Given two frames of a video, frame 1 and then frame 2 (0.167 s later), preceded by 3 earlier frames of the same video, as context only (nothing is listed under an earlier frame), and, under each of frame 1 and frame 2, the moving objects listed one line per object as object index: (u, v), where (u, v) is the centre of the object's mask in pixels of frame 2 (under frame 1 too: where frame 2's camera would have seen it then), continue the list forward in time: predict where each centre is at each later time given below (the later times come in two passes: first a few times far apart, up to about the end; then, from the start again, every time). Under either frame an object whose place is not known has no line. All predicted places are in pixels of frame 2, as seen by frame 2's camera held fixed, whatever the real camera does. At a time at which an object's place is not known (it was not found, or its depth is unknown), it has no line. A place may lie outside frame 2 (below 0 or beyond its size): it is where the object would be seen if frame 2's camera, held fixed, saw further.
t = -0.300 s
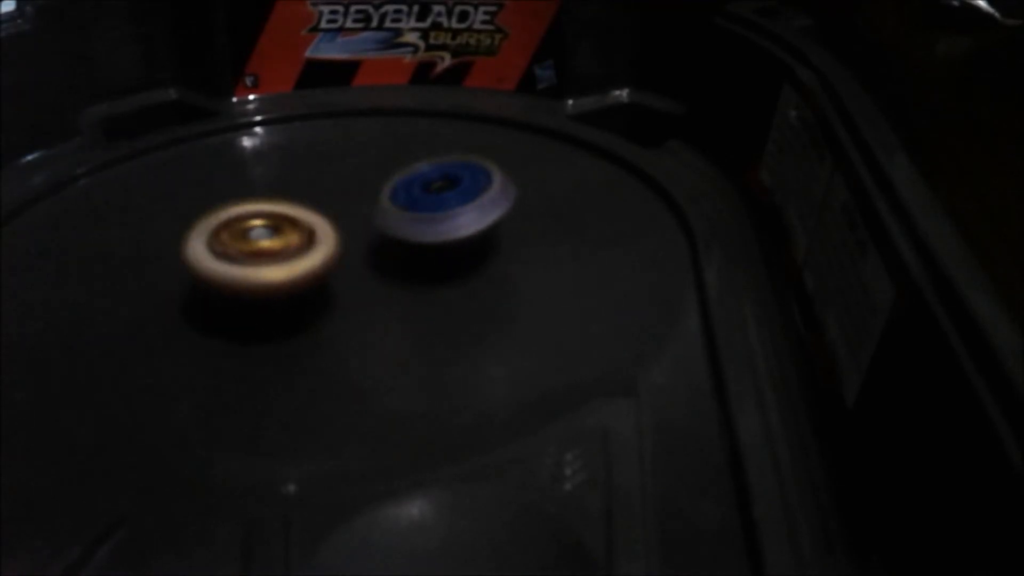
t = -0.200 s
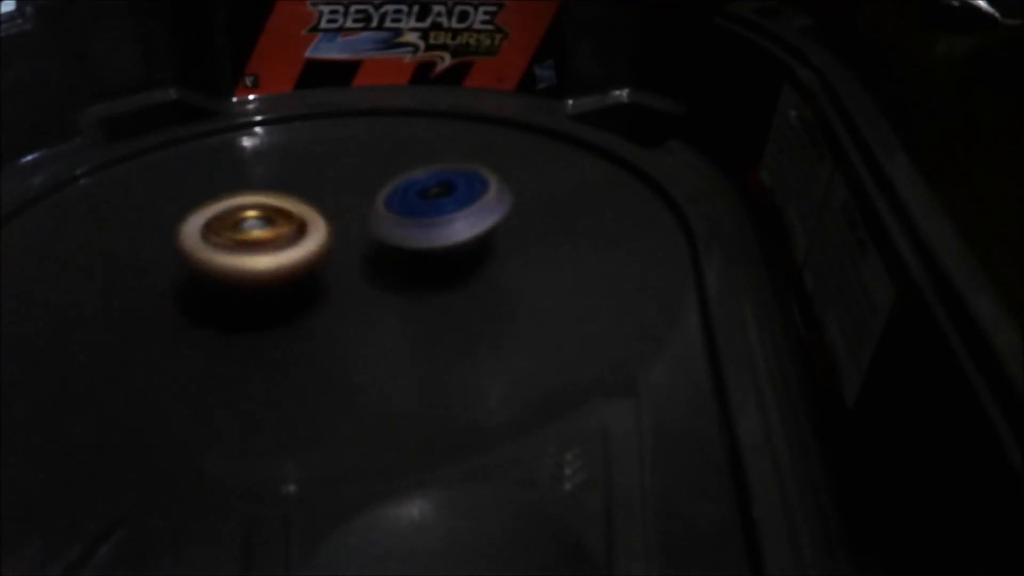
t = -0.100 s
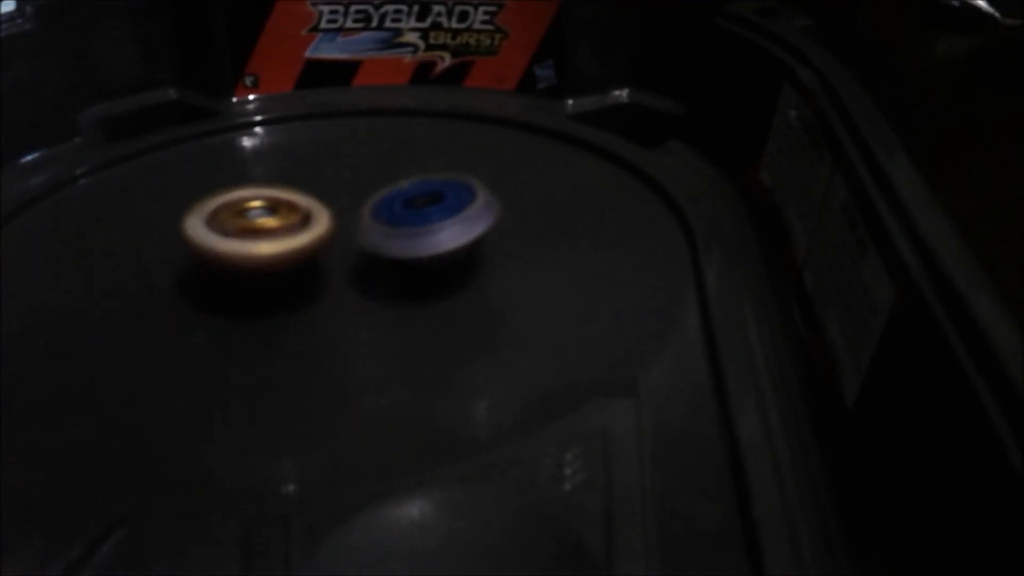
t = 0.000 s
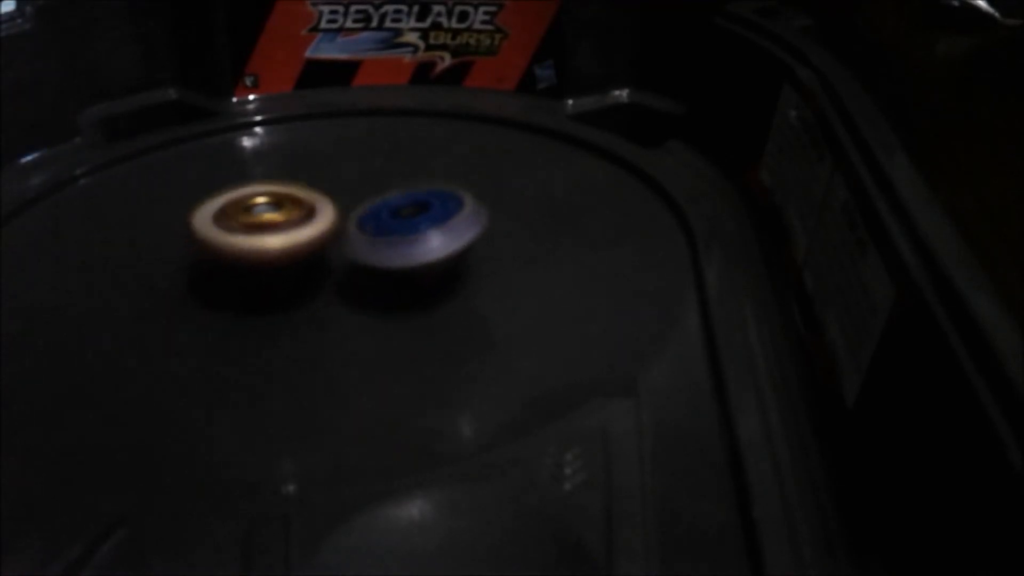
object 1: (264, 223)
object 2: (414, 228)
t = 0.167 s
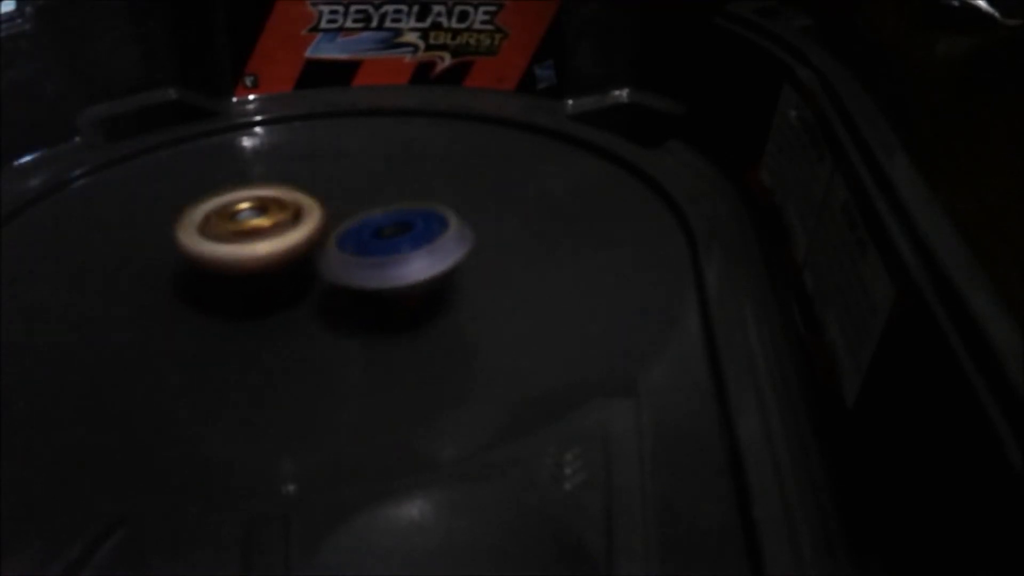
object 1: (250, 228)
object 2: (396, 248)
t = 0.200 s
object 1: (251, 230)
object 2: (393, 252)
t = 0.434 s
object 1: (263, 217)
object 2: (393, 274)
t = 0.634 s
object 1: (301, 211)
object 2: (375, 278)
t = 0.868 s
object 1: (310, 204)
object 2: (349, 278)
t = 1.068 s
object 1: (326, 198)
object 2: (328, 279)
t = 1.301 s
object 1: (357, 195)
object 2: (304, 277)
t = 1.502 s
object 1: (373, 194)
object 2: (289, 274)
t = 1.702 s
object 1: (383, 197)
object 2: (274, 273)
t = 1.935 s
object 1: (388, 201)
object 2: (264, 272)
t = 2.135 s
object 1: (405, 193)
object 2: (235, 279)
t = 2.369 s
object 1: (408, 200)
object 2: (226, 287)
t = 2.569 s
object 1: (394, 215)
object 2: (261, 278)
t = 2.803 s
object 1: (395, 207)
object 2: (273, 272)
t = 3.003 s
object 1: (401, 201)
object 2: (272, 271)
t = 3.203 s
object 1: (400, 204)
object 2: (268, 272)
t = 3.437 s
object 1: (389, 209)
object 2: (268, 275)
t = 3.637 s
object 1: (392, 203)
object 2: (255, 280)
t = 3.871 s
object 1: (381, 207)
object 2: (242, 290)
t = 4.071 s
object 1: (380, 212)
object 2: (257, 284)
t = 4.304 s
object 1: (393, 204)
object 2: (257, 288)
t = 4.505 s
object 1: (394, 210)
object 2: (279, 281)
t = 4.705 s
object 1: (394, 200)
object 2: (280, 283)
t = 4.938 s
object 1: (392, 199)
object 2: (272, 288)
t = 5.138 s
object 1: (383, 202)
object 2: (280, 283)
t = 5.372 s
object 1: (378, 200)
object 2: (279, 287)
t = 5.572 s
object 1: (369, 201)
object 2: (289, 283)
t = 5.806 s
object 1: (367, 198)
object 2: (291, 291)
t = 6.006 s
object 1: (366, 203)
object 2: (302, 292)
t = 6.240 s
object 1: (359, 204)
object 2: (320, 287)
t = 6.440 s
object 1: (361, 198)
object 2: (338, 283)
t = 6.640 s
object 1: (357, 196)
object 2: (351, 279)
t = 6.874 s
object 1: (347, 196)
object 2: (356, 279)
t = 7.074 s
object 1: (346, 201)
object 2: (355, 281)
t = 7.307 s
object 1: (338, 203)
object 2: (353, 282)
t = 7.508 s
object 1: (342, 199)
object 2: (343, 286)
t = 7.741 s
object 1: (346, 199)
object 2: (351, 286)
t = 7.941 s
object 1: (344, 203)
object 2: (363, 285)
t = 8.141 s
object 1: (352, 205)
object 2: (365, 284)
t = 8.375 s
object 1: (348, 199)
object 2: (368, 278)
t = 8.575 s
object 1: (337, 197)
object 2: (367, 276)
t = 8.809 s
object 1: (332, 202)
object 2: (371, 277)
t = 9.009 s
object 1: (329, 205)
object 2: (359, 283)
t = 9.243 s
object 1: (325, 202)
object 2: (355, 282)
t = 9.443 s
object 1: (321, 195)
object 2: (355, 274)
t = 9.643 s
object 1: (314, 197)
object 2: (361, 273)
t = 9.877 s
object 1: (311, 208)
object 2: (376, 277)
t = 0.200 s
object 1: (251, 230)
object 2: (393, 252)
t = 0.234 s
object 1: (252, 230)
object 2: (394, 255)
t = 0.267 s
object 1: (255, 230)
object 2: (392, 259)
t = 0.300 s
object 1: (254, 228)
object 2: (395, 262)
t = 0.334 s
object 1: (251, 225)
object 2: (396, 266)
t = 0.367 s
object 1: (253, 223)
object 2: (396, 269)
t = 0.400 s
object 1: (257, 219)
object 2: (395, 271)
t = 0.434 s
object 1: (263, 217)
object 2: (393, 274)
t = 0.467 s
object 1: (270, 215)
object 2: (391, 275)
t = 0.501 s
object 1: (277, 214)
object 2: (389, 277)
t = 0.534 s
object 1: (283, 214)
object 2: (386, 277)
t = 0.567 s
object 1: (290, 212)
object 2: (383, 278)
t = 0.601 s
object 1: (296, 212)
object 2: (380, 278)
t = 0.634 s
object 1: (301, 211)
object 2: (375, 278)
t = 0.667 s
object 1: (305, 211)
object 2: (371, 279)
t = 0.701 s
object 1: (307, 210)
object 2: (367, 279)
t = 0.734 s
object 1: (307, 208)
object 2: (363, 280)
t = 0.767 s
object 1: (307, 206)
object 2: (360, 280)
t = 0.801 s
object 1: (308, 205)
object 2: (356, 280)
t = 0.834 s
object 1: (309, 205)
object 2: (352, 279)
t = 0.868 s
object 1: (310, 204)
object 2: (349, 278)
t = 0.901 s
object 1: (311, 203)
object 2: (347, 278)
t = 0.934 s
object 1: (311, 202)
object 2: (344, 278)
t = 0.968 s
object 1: (313, 201)
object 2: (341, 278)
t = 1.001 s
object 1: (316, 200)
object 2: (337, 277)
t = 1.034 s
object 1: (322, 199)
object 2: (332, 278)
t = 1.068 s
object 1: (326, 198)
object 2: (328, 279)
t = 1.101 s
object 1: (331, 198)
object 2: (323, 279)
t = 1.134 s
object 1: (336, 197)
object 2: (320, 279)
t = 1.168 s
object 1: (341, 197)
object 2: (316, 278)
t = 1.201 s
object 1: (346, 196)
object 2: (314, 278)
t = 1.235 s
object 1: (350, 196)
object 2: (310, 278)
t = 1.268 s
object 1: (353, 195)
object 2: (307, 278)
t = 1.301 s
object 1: (357, 195)
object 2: (304, 277)
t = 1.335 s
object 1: (360, 195)
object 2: (302, 277)
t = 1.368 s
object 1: (363, 195)
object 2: (299, 276)
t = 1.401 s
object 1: (367, 194)
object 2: (295, 276)
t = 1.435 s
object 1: (370, 193)
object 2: (292, 276)
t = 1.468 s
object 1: (371, 193)
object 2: (290, 275)
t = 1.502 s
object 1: (373, 194)
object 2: (289, 274)
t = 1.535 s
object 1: (374, 195)
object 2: (288, 273)
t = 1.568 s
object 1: (375, 197)
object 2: (287, 272)
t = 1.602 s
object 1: (379, 197)
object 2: (281, 272)
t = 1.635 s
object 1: (382, 196)
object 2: (279, 272)
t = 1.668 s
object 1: (383, 197)
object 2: (276, 273)
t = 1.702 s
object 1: (383, 197)
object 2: (274, 273)
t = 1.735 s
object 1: (383, 197)
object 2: (274, 272)
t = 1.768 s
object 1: (383, 200)
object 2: (273, 272)
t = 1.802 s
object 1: (382, 201)
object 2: (273, 271)
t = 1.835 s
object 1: (383, 201)
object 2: (271, 270)
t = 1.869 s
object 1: (386, 201)
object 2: (266, 272)
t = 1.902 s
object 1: (387, 200)
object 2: (264, 272)
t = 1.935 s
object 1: (388, 201)
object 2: (264, 272)
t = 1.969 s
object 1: (387, 202)
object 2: (264, 271)
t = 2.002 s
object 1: (385, 204)
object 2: (265, 270)
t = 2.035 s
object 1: (384, 205)
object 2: (266, 269)
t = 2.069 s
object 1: (392, 201)
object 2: (251, 275)
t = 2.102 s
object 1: (400, 195)
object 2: (238, 278)
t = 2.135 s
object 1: (405, 193)
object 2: (235, 279)
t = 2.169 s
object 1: (409, 192)
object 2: (230, 282)
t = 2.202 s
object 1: (411, 192)
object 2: (226, 284)
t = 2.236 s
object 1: (411, 192)
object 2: (223, 286)
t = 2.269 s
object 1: (412, 193)
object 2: (222, 286)
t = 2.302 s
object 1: (412, 195)
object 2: (222, 287)
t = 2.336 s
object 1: (411, 199)
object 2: (223, 287)
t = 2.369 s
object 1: (408, 200)
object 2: (226, 287)
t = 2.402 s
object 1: (407, 203)
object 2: (229, 286)
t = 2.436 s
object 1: (406, 206)
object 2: (234, 285)
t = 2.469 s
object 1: (403, 209)
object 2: (240, 284)
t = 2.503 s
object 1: (399, 211)
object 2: (248, 282)
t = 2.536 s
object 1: (397, 213)
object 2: (254, 279)
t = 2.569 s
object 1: (394, 215)
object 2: (261, 278)
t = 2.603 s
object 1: (395, 213)
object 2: (259, 277)
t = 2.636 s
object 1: (399, 209)
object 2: (256, 276)
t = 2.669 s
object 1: (401, 207)
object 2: (258, 275)
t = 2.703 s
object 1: (401, 206)
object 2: (260, 275)
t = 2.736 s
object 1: (398, 206)
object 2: (264, 274)
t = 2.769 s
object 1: (396, 206)
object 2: (269, 273)
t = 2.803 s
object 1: (395, 207)
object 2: (273, 272)
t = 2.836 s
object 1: (396, 207)
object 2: (274, 272)
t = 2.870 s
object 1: (396, 205)
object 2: (276, 271)
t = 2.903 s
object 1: (397, 204)
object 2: (277, 270)
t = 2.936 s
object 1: (397, 204)
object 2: (279, 269)
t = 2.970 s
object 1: (398, 201)
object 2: (274, 270)
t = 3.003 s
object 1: (401, 201)
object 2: (272, 271)
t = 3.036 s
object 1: (400, 203)
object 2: (271, 271)
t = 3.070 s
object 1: (399, 204)
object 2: (271, 272)
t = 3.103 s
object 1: (398, 206)
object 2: (272, 272)
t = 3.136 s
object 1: (396, 208)
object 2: (273, 272)
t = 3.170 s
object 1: (397, 207)
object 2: (272, 271)
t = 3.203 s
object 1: (400, 204)
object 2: (268, 272)
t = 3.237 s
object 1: (402, 203)
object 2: (267, 273)
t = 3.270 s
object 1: (401, 203)
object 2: (264, 274)
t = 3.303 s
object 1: (401, 203)
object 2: (265, 274)
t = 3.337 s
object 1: (398, 204)
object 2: (264, 275)
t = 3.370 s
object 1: (395, 205)
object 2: (264, 275)
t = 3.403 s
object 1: (393, 207)
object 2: (266, 275)
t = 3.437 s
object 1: (389, 209)
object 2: (268, 275)
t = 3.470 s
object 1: (388, 209)
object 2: (267, 274)
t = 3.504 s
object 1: (387, 208)
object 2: (268, 274)
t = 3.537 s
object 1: (385, 206)
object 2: (270, 274)
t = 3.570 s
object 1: (385, 206)
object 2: (271, 273)
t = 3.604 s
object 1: (387, 205)
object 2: (264, 275)
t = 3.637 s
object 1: (392, 203)
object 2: (255, 280)
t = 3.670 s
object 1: (393, 202)
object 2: (253, 282)
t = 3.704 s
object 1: (392, 201)
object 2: (249, 285)
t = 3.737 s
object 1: (392, 201)
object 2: (247, 286)
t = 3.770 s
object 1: (389, 203)
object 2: (245, 288)
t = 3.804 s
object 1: (387, 204)
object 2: (243, 288)
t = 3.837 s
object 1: (383, 206)
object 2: (242, 289)
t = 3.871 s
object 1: (381, 207)
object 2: (242, 290)
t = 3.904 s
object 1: (381, 209)
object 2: (244, 290)
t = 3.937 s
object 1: (379, 211)
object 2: (248, 289)
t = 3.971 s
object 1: (378, 213)
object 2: (253, 287)
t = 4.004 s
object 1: (375, 214)
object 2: (259, 285)
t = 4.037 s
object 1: (375, 213)
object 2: (263, 283)
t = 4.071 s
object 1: (380, 212)
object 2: (257, 284)
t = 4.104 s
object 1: (387, 206)
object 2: (248, 286)
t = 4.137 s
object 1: (390, 203)
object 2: (249, 287)
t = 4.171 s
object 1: (392, 201)
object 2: (249, 288)
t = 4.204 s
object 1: (393, 201)
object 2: (250, 288)
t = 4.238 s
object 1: (394, 201)
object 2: (251, 289)
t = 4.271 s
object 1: (394, 203)
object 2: (253, 289)
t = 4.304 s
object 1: (393, 204)
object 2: (257, 288)
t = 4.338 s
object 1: (392, 206)
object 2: (262, 287)
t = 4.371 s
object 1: (391, 208)
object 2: (267, 285)
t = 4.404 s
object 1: (391, 210)
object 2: (273, 282)
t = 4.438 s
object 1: (390, 211)
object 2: (277, 281)
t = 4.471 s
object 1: (393, 210)
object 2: (278, 281)
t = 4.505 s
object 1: (394, 210)
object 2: (279, 281)
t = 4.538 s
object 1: (394, 210)
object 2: (282, 281)
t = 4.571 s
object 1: (392, 209)
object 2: (285, 281)
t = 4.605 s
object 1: (392, 207)
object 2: (285, 279)
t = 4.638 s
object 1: (391, 207)
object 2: (288, 280)
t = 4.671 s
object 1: (390, 206)
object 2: (288, 280)
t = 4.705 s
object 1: (394, 200)
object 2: (280, 283)
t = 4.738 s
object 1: (398, 196)
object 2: (279, 284)
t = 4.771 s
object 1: (398, 196)
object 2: (276, 285)
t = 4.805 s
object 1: (398, 194)
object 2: (272, 288)
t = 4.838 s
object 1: (395, 194)
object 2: (273, 288)
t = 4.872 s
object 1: (395, 195)
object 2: (273, 289)
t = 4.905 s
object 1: (394, 197)
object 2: (272, 288)
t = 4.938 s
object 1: (392, 199)
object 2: (272, 288)
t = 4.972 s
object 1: (390, 200)
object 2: (273, 288)
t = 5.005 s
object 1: (390, 202)
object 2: (276, 286)
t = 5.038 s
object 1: (387, 204)
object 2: (280, 284)
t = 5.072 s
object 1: (383, 205)
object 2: (281, 282)
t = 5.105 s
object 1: (382, 206)
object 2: (285, 281)
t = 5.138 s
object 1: (383, 202)
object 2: (280, 283)
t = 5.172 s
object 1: (386, 198)
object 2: (272, 288)
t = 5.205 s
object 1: (385, 195)
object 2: (272, 286)
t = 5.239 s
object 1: (384, 196)
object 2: (273, 288)
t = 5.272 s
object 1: (382, 196)
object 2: (273, 289)
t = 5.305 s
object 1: (380, 196)
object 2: (274, 288)
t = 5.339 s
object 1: (380, 197)
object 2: (276, 288)
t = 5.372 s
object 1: (378, 200)
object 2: (279, 287)
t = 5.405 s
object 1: (377, 201)
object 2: (282, 286)
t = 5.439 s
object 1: (376, 201)
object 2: (286, 284)
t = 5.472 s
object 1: (375, 204)
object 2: (289, 283)
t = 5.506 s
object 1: (373, 204)
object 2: (290, 283)
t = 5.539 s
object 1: (372, 200)
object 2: (286, 284)
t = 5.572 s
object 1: (369, 201)
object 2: (289, 283)
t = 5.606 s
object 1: (366, 200)
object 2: (289, 285)
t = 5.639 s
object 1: (365, 201)
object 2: (291, 285)
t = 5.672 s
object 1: (365, 203)
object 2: (297, 284)
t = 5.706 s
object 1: (363, 203)
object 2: (296, 286)
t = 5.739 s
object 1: (366, 201)
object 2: (290, 290)
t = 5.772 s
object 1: (368, 200)
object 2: (288, 291)
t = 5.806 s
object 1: (367, 198)
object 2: (291, 291)
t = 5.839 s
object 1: (367, 198)
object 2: (292, 294)
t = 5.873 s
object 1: (367, 200)
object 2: (292, 294)
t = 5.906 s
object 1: (365, 200)
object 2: (293, 294)
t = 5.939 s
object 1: (366, 200)
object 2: (295, 295)
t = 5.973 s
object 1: (365, 202)
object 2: (299, 293)
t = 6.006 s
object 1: (366, 203)
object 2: (302, 292)
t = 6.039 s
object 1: (365, 204)
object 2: (306, 290)
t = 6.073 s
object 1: (363, 205)
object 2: (310, 288)
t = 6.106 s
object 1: (364, 205)
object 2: (310, 289)
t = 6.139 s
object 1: (360, 204)
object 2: (310, 289)
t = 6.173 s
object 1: (360, 202)
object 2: (316, 287)
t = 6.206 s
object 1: (360, 204)
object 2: (318, 287)
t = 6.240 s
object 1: (359, 204)
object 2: (320, 287)
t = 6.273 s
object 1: (360, 202)
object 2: (324, 286)
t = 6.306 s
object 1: (359, 203)
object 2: (328, 284)
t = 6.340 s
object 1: (359, 200)
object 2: (329, 286)
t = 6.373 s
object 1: (360, 200)
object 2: (331, 285)
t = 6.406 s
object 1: (361, 199)
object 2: (335, 284)
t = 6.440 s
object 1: (361, 198)
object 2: (338, 283)
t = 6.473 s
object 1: (362, 198)
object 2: (341, 282)
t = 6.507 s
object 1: (361, 198)
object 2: (344, 281)
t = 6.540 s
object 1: (361, 196)
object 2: (343, 282)
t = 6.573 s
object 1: (360, 197)
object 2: (346, 280)
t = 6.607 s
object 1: (358, 196)
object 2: (349, 279)
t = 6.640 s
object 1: (357, 196)
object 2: (351, 279)
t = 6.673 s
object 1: (356, 197)
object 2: (353, 279)
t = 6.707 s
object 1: (353, 194)
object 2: (351, 280)
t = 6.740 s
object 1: (354, 194)
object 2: (350, 279)
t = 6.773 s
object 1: (350, 194)
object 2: (356, 279)
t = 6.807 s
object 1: (349, 194)
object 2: (353, 280)
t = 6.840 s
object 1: (349, 196)
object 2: (353, 279)
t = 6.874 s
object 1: (347, 196)
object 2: (356, 279)
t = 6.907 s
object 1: (348, 197)
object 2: (355, 279)
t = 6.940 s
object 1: (348, 198)
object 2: (354, 279)
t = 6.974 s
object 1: (348, 198)
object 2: (353, 281)
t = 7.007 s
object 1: (349, 198)
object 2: (353, 279)
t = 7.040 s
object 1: (346, 200)
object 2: (356, 282)
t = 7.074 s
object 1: (346, 201)
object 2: (355, 281)
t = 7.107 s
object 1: (344, 202)
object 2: (355, 281)
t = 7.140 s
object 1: (339, 201)
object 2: (355, 282)
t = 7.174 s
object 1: (339, 202)
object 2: (356, 281)
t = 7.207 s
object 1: (337, 204)
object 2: (356, 282)
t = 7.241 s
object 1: (338, 202)
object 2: (353, 282)
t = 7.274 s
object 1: (339, 204)
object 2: (351, 283)
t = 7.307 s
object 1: (338, 203)
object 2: (353, 282)
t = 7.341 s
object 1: (341, 202)
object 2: (351, 285)
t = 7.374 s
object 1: (339, 201)
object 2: (345, 288)
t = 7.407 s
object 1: (341, 198)
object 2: (347, 285)
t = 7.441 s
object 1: (341, 199)
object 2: (347, 286)
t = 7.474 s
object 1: (340, 198)
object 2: (345, 288)
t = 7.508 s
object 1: (342, 199)
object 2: (343, 286)
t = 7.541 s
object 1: (341, 199)
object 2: (345, 285)
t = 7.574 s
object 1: (343, 198)
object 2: (344, 285)
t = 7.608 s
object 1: (344, 200)
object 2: (342, 283)
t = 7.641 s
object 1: (344, 199)
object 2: (344, 280)
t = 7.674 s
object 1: (347, 199)
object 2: (345, 283)
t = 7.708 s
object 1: (344, 199)
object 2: (350, 284)
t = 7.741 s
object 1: (346, 199)
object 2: (351, 286)
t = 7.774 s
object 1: (343, 203)
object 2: (352, 284)
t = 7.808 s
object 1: (345, 202)
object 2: (357, 284)
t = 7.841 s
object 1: (345, 203)
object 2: (358, 285)
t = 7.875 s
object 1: (344, 202)
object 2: (356, 287)
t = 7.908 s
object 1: (345, 203)
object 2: (358, 285)
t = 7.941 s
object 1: (344, 203)
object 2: (363, 285)
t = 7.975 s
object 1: (346, 204)
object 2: (364, 288)
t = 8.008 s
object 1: (346, 204)
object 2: (363, 287)
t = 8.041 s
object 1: (349, 204)
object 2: (365, 284)
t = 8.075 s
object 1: (349, 205)
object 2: (367, 285)
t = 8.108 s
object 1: (352, 204)
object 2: (365, 285)
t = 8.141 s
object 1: (352, 205)
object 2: (365, 284)
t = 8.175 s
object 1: (352, 203)
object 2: (365, 284)
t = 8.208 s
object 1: (351, 204)
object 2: (365, 285)
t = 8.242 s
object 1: (352, 202)
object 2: (368, 282)
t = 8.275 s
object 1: (353, 203)
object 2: (367, 283)
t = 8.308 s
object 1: (351, 201)
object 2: (367, 282)
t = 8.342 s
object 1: (352, 201)
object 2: (366, 280)
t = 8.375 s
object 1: (348, 199)
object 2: (368, 278)
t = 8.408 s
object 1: (348, 198)
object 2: (368, 279)
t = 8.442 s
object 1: (344, 198)
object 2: (365, 281)
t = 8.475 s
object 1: (344, 198)
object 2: (367, 275)
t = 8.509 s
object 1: (341, 198)
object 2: (370, 276)
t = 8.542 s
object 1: (341, 197)
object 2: (369, 276)
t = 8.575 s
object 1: (337, 197)
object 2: (367, 276)
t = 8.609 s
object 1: (337, 197)
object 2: (366, 275)
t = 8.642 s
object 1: (334, 199)
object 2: (371, 275)
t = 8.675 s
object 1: (335, 198)
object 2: (369, 278)
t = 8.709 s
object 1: (333, 201)
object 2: (369, 277)
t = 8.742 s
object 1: (333, 200)
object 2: (368, 277)
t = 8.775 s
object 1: (332, 202)
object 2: (372, 276)
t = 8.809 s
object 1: (332, 202)
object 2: (371, 277)
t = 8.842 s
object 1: (331, 204)
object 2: (371, 279)
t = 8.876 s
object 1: (328, 202)
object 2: (368, 283)
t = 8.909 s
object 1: (326, 203)
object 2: (367, 280)
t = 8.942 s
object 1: (327, 204)
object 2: (367, 283)
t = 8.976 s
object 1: (327, 204)
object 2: (365, 283)
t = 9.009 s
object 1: (329, 205)
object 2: (359, 283)
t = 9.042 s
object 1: (329, 205)
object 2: (361, 281)
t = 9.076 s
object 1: (330, 205)
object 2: (360, 281)
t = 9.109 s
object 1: (327, 205)
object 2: (358, 283)
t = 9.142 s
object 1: (329, 203)
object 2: (351, 283)
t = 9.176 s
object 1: (326, 205)
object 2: (351, 281)
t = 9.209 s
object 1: (328, 203)
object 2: (354, 280)
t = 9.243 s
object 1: (325, 202)
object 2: (355, 282)
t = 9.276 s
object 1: (327, 201)
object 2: (352, 280)
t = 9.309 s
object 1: (325, 200)
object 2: (353, 279)
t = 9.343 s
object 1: (327, 199)
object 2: (354, 278)
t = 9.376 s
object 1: (323, 197)
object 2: (353, 280)
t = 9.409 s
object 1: (324, 197)
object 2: (351, 278)
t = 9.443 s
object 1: (321, 195)
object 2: (355, 274)
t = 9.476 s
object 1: (322, 196)
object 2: (359, 275)
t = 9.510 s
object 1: (319, 196)
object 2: (358, 277)
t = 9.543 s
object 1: (319, 195)
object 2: (359, 275)
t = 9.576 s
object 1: (314, 195)
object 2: (358, 278)
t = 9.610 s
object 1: (316, 196)
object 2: (358, 276)
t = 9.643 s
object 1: (314, 197)
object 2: (361, 273)
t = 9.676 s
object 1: (315, 198)
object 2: (369, 273)
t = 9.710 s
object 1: (314, 199)
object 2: (367, 276)
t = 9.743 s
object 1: (315, 201)
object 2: (367, 274)
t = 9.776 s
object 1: (316, 202)
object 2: (369, 273)
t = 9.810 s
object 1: (315, 204)
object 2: (377, 275)
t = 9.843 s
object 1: (312, 204)
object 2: (375, 278)
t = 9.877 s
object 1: (311, 208)
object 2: (376, 277)
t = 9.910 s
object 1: (315, 207)
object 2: (379, 273)
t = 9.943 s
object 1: (315, 208)
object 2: (385, 275)
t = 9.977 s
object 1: (317, 207)
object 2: (382, 276)
